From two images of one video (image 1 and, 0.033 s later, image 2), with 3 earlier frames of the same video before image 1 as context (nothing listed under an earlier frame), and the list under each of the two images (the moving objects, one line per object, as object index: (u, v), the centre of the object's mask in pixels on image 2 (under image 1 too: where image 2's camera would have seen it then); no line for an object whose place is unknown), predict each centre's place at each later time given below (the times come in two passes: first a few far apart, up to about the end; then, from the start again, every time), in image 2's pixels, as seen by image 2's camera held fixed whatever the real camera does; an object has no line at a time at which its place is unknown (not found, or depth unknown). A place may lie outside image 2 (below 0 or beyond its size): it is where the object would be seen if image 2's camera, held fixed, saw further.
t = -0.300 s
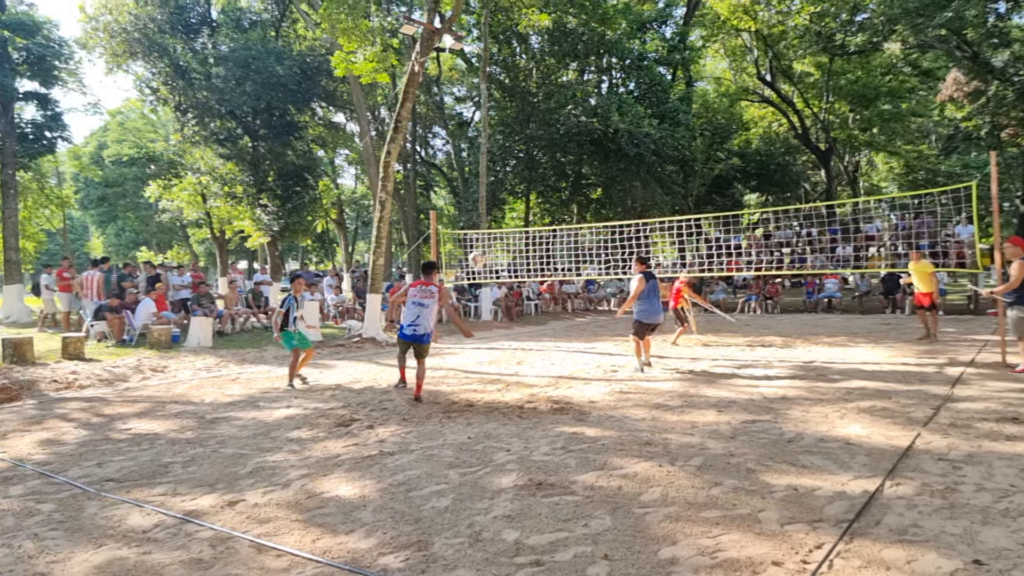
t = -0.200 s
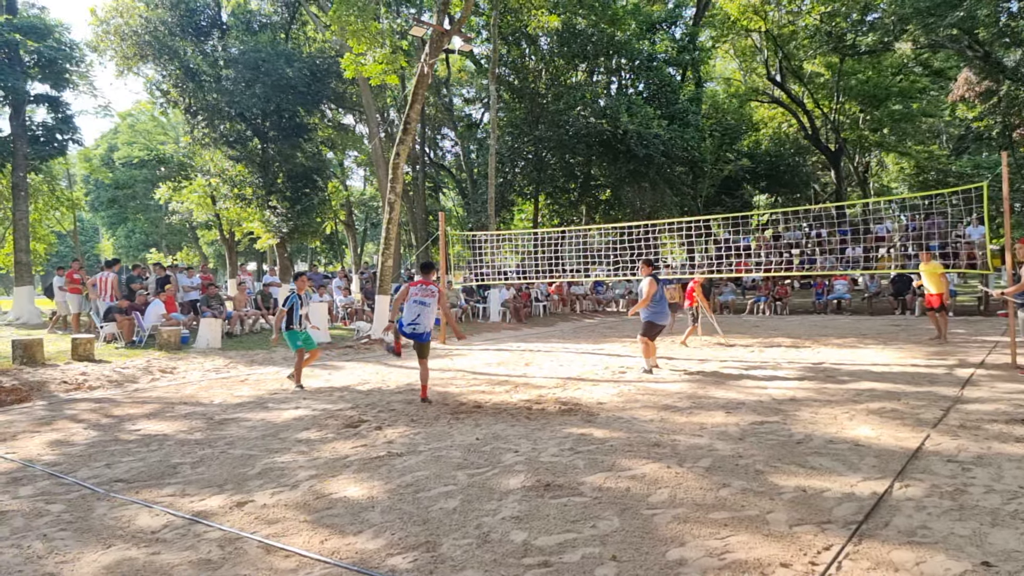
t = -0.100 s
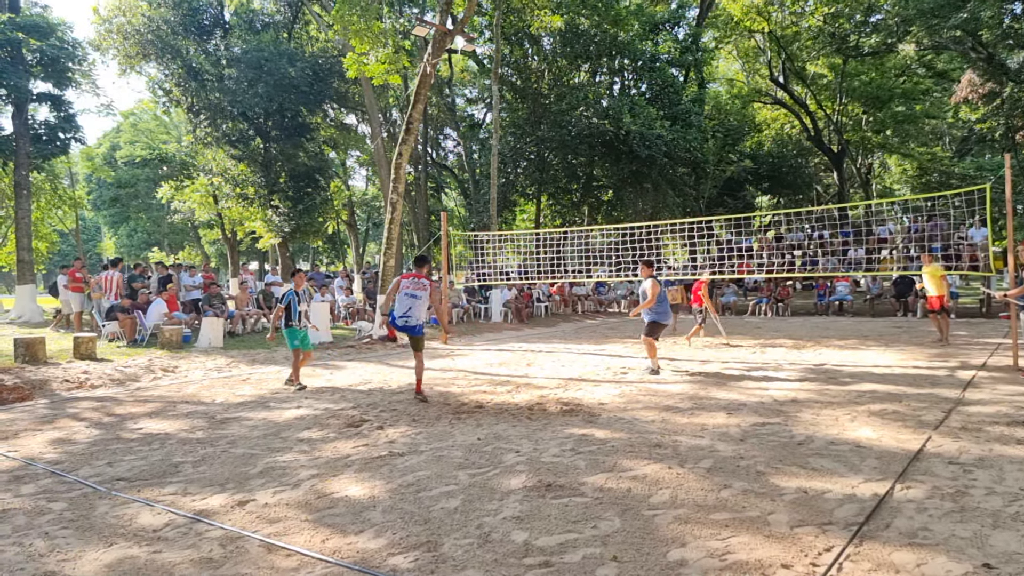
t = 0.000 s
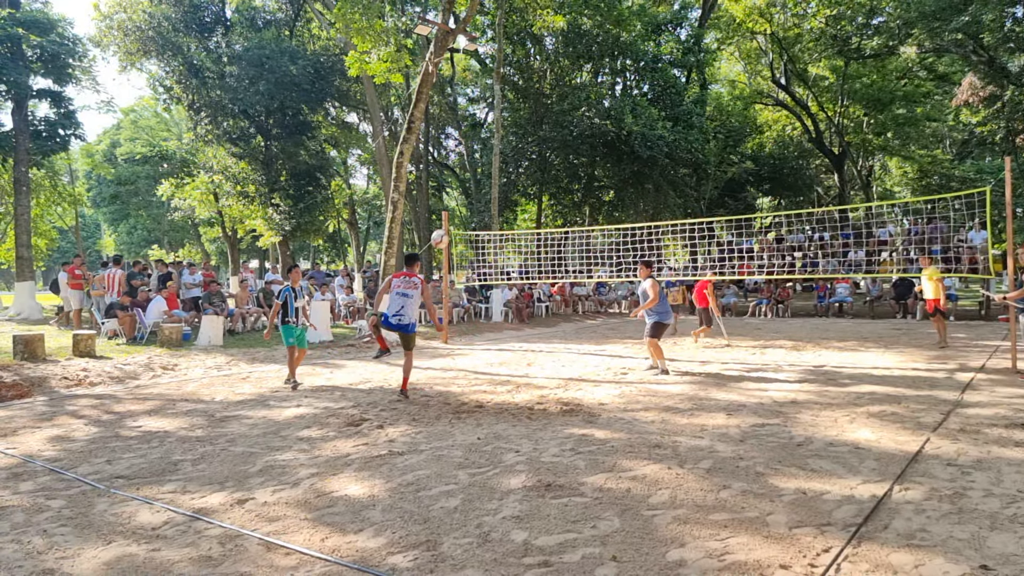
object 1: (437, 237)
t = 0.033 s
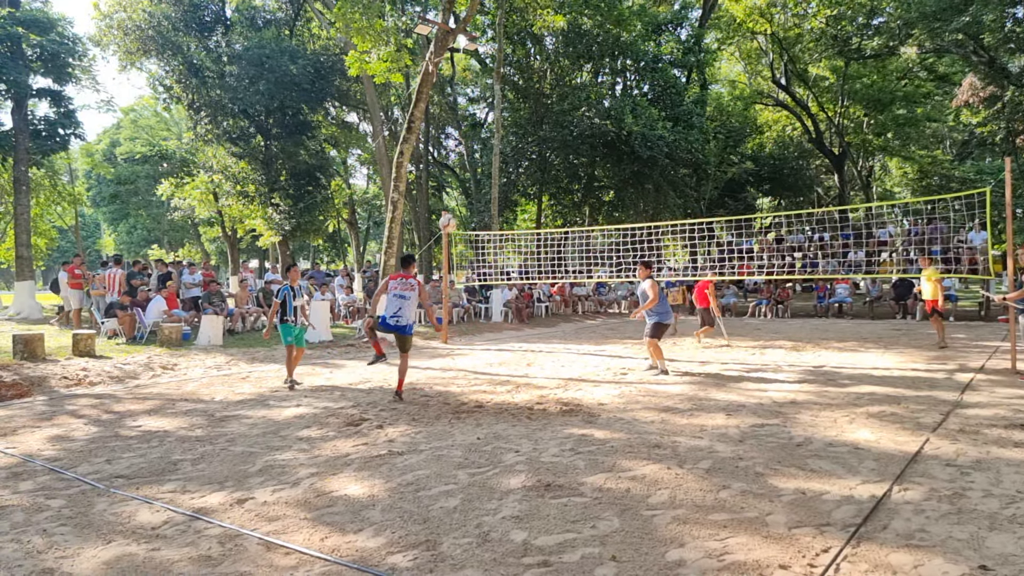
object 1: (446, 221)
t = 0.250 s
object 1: (499, 142)
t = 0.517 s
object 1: (556, 104)
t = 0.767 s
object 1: (605, 116)
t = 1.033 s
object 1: (653, 171)
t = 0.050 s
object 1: (451, 213)
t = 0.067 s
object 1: (455, 207)
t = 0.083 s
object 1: (459, 198)
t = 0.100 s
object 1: (463, 191)
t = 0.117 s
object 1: (467, 185)
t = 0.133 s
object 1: (471, 180)
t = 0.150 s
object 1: (476, 174)
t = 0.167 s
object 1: (479, 168)
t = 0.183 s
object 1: (484, 162)
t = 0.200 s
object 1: (487, 157)
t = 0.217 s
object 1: (491, 152)
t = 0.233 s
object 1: (495, 147)
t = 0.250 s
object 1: (499, 142)
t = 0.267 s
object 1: (503, 138)
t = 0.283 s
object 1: (506, 134)
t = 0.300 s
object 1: (510, 130)
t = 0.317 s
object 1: (514, 126)
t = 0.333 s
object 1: (517, 123)
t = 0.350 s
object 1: (523, 121)
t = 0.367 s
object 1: (527, 117)
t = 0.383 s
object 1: (530, 115)
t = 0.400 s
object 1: (534, 115)
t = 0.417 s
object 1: (537, 111)
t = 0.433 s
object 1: (540, 110)
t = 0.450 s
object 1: (544, 109)
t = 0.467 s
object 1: (547, 107)
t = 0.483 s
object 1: (550, 105)
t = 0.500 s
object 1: (553, 105)
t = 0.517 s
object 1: (556, 104)
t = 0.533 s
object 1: (560, 103)
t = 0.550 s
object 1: (563, 103)
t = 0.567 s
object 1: (566, 102)
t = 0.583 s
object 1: (569, 103)
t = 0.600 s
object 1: (572, 103)
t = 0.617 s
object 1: (576, 103)
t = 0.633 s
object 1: (579, 104)
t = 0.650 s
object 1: (582, 105)
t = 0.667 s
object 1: (585, 106)
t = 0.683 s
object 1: (588, 107)
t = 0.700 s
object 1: (591, 109)
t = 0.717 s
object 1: (595, 110)
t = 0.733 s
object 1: (599, 112)
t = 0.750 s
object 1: (602, 114)
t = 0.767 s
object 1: (605, 116)
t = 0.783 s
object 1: (608, 118)
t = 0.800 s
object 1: (611, 121)
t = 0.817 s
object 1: (614, 123)
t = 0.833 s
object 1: (617, 126)
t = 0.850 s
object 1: (621, 129)
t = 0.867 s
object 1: (623, 132)
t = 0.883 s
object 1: (626, 135)
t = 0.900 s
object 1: (629, 139)
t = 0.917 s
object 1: (632, 142)
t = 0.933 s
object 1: (635, 146)
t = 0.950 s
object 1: (638, 149)
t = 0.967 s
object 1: (641, 153)
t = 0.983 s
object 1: (644, 158)
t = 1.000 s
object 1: (647, 162)
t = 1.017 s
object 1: (650, 166)
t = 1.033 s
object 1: (653, 171)
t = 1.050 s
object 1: (656, 176)
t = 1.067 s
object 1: (659, 181)
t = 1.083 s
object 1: (662, 186)
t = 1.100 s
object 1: (665, 193)
